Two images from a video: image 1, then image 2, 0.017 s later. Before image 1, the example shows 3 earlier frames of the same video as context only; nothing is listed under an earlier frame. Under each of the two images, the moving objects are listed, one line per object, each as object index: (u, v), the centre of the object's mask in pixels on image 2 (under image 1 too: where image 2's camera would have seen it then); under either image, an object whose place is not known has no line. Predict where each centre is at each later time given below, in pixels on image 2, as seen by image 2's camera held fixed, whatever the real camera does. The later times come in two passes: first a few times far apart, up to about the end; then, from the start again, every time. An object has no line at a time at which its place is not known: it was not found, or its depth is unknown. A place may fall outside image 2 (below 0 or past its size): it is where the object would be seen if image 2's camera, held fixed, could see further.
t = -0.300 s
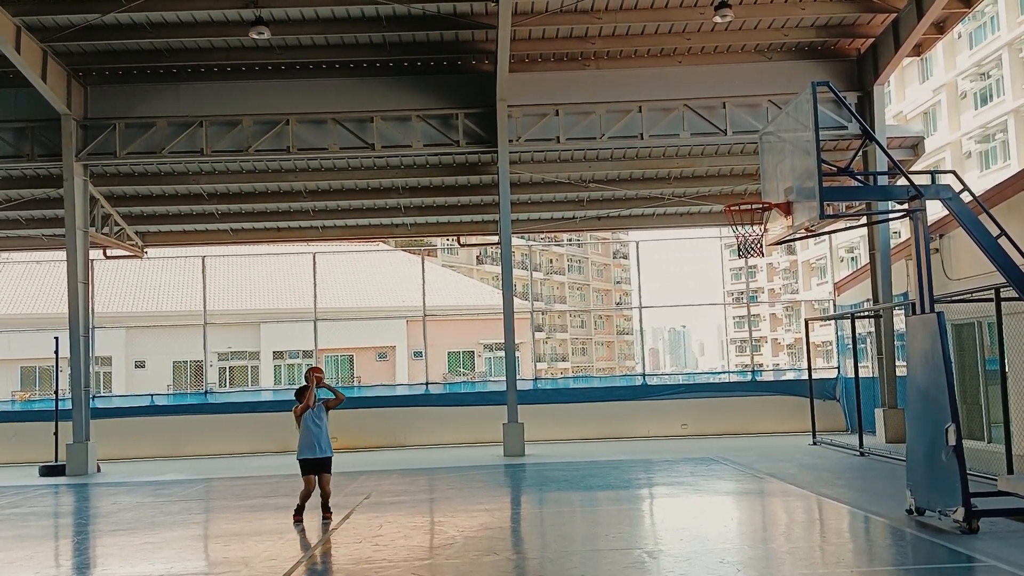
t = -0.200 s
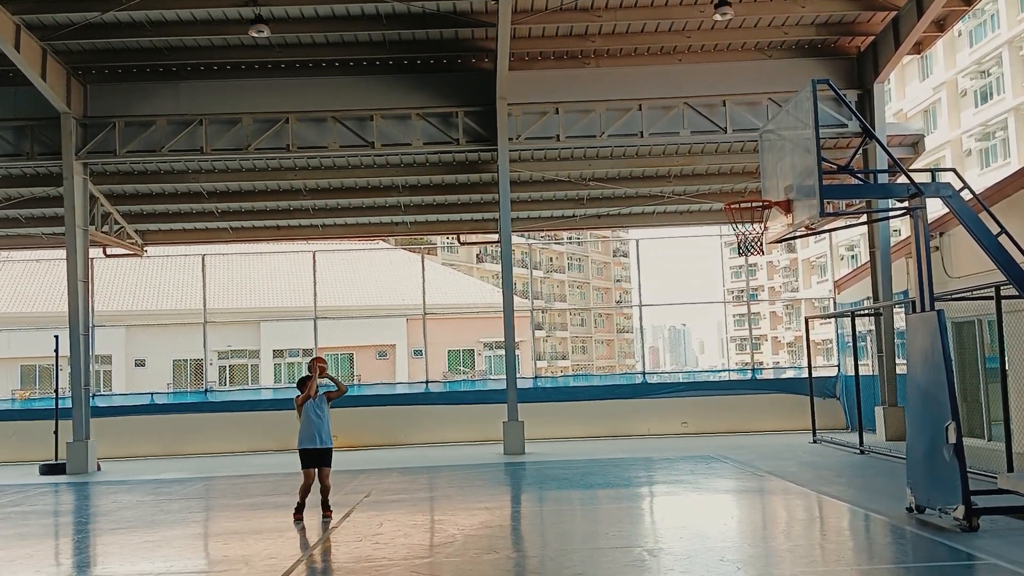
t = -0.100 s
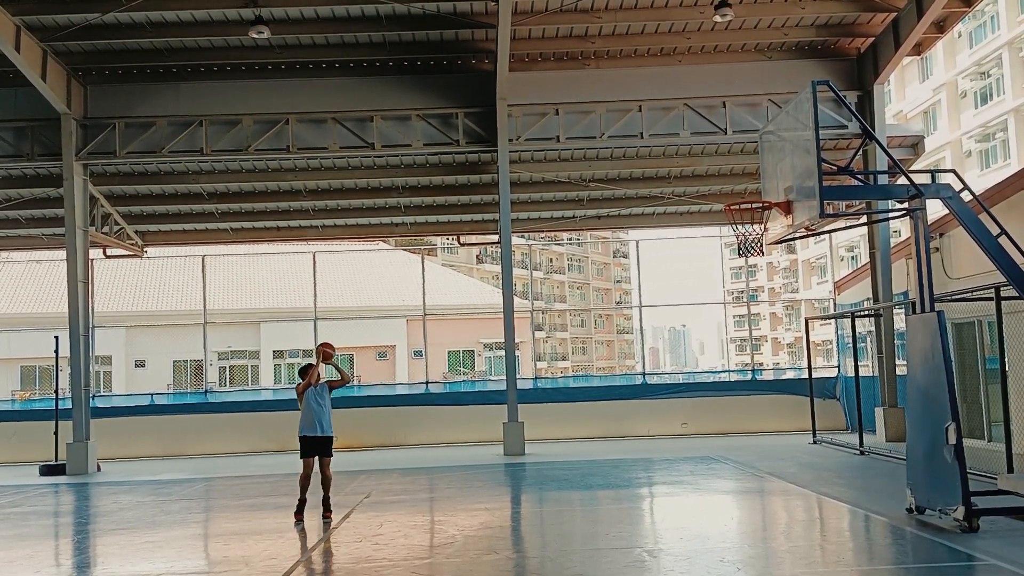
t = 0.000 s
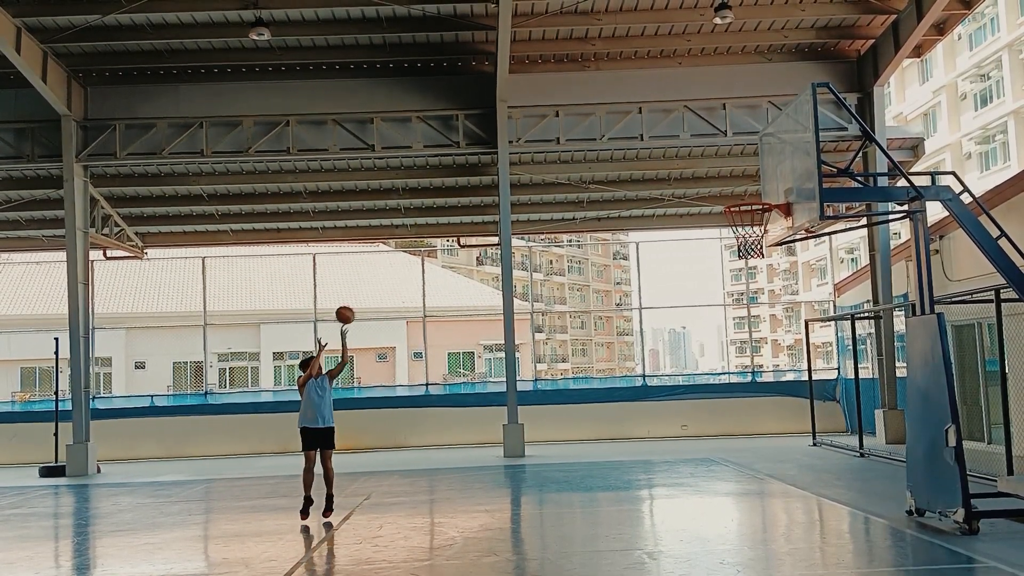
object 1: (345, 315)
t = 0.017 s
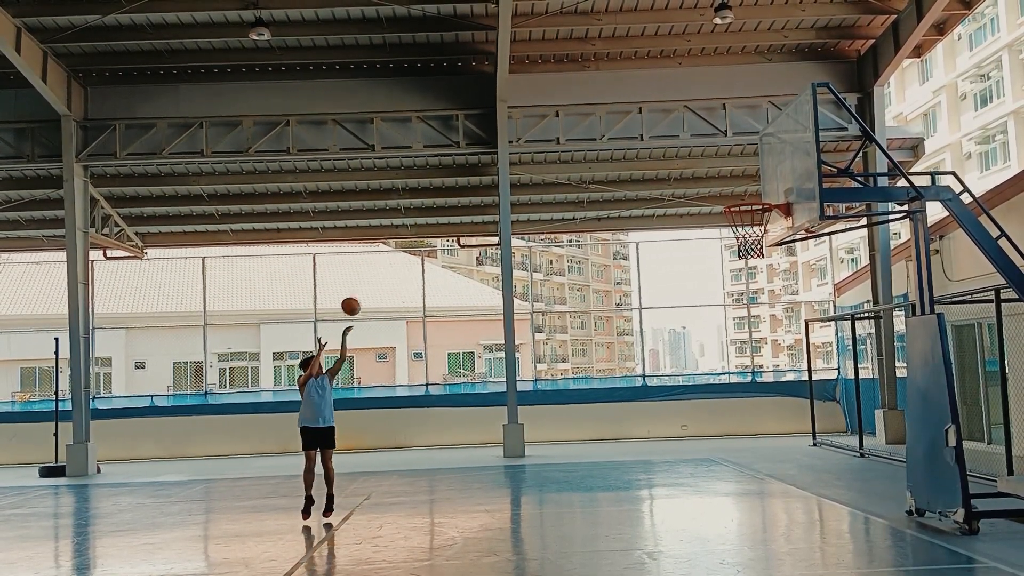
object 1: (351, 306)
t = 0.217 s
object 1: (421, 218)
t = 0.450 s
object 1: (508, 158)
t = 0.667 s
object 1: (593, 139)
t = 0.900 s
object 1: (695, 172)
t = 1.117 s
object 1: (769, 234)
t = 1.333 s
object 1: (773, 268)
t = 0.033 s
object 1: (357, 297)
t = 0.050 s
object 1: (362, 289)
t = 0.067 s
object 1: (368, 281)
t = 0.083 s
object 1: (374, 273)
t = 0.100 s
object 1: (380, 266)
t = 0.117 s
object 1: (385, 259)
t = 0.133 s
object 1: (391, 251)
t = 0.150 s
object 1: (397, 245)
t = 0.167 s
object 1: (403, 238)
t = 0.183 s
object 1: (410, 231)
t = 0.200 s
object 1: (416, 224)
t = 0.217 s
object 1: (421, 218)
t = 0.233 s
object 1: (428, 213)
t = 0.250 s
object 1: (433, 208)
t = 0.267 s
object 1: (439, 203)
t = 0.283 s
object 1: (446, 197)
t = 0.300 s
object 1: (452, 192)
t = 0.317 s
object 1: (457, 188)
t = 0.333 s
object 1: (464, 184)
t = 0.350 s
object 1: (470, 179)
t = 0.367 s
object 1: (476, 174)
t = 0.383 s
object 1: (483, 170)
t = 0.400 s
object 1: (488, 167)
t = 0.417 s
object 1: (494, 164)
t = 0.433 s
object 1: (501, 160)
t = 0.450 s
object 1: (508, 158)
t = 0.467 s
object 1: (514, 154)
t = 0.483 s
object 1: (521, 151)
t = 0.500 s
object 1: (527, 149)
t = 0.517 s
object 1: (534, 147)
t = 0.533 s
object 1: (540, 145)
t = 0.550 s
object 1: (547, 143)
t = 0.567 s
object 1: (553, 142)
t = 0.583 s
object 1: (560, 140)
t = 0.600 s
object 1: (567, 140)
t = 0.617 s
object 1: (573, 139)
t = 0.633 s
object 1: (580, 139)
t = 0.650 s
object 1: (587, 139)
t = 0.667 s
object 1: (593, 139)
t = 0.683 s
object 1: (600, 140)
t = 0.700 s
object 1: (608, 141)
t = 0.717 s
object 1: (615, 142)
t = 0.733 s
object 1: (622, 144)
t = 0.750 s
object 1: (629, 145)
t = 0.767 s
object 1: (636, 147)
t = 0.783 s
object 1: (644, 149)
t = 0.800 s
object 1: (651, 151)
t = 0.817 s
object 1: (658, 154)
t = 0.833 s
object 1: (665, 157)
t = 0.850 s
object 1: (672, 160)
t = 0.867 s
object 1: (680, 164)
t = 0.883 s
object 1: (688, 167)
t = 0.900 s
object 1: (695, 172)
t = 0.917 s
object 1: (703, 176)
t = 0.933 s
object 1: (711, 180)
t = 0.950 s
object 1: (720, 185)
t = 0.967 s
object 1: (727, 190)
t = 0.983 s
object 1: (735, 195)
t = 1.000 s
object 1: (743, 201)
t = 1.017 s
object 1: (751, 208)
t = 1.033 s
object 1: (755, 215)
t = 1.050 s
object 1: (761, 218)
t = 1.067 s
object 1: (764, 223)
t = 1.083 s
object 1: (767, 228)
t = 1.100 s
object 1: (768, 232)
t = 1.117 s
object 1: (769, 234)
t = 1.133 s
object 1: (770, 235)
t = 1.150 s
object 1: (770, 236)
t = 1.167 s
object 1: (771, 238)
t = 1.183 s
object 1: (771, 240)
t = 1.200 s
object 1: (771, 243)
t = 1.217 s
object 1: (771, 245)
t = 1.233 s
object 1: (771, 248)
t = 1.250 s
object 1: (772, 250)
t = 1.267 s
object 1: (772, 253)
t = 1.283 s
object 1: (772, 256)
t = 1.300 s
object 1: (773, 260)
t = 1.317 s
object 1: (773, 264)
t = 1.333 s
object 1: (773, 268)
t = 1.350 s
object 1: (773, 272)
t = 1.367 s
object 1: (774, 276)
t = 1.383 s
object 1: (774, 281)
